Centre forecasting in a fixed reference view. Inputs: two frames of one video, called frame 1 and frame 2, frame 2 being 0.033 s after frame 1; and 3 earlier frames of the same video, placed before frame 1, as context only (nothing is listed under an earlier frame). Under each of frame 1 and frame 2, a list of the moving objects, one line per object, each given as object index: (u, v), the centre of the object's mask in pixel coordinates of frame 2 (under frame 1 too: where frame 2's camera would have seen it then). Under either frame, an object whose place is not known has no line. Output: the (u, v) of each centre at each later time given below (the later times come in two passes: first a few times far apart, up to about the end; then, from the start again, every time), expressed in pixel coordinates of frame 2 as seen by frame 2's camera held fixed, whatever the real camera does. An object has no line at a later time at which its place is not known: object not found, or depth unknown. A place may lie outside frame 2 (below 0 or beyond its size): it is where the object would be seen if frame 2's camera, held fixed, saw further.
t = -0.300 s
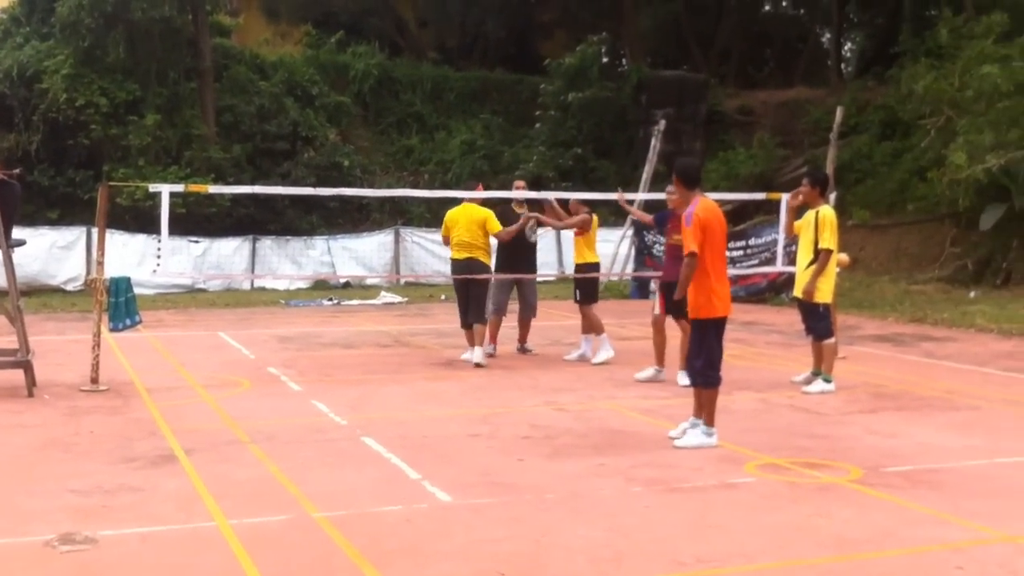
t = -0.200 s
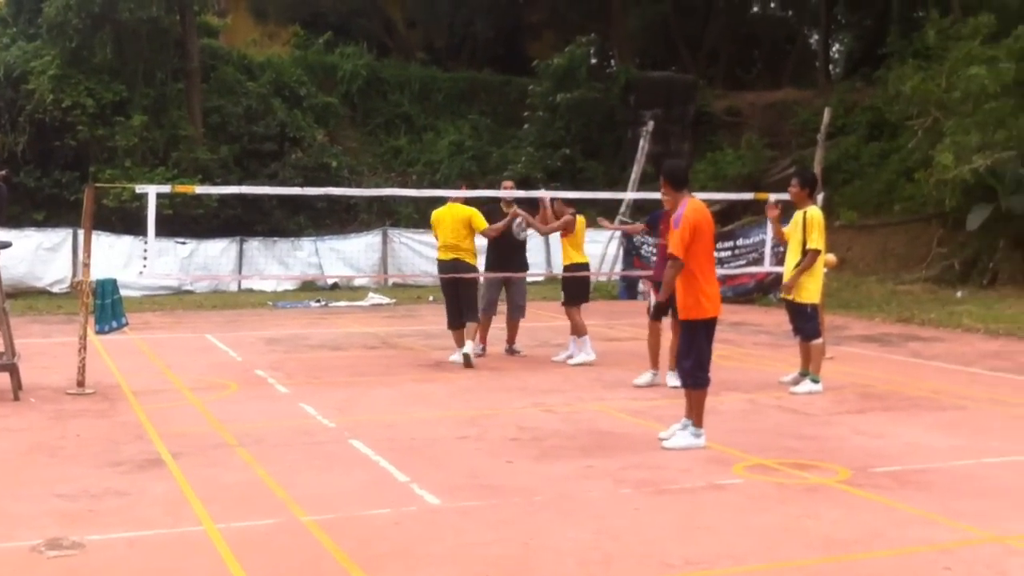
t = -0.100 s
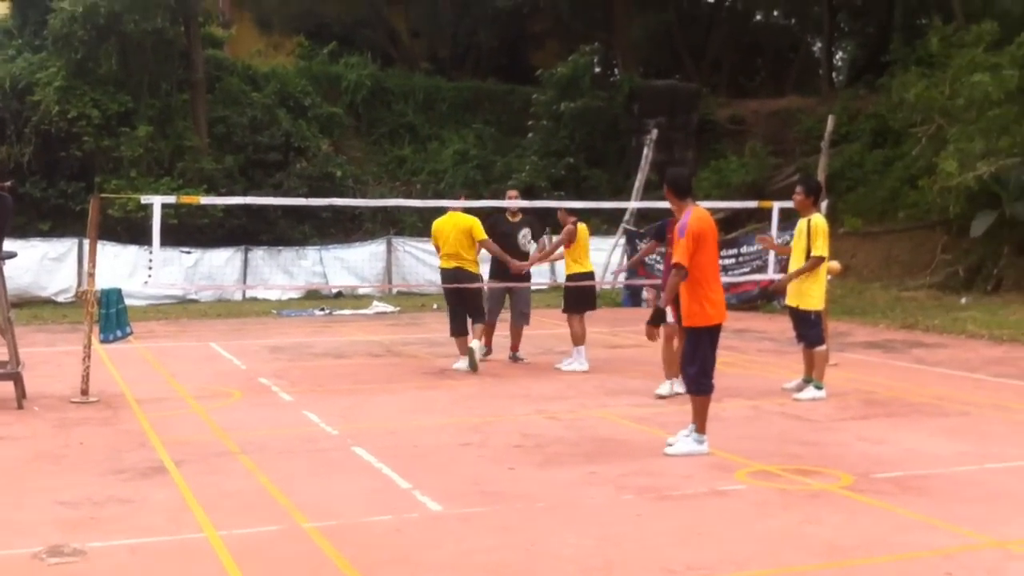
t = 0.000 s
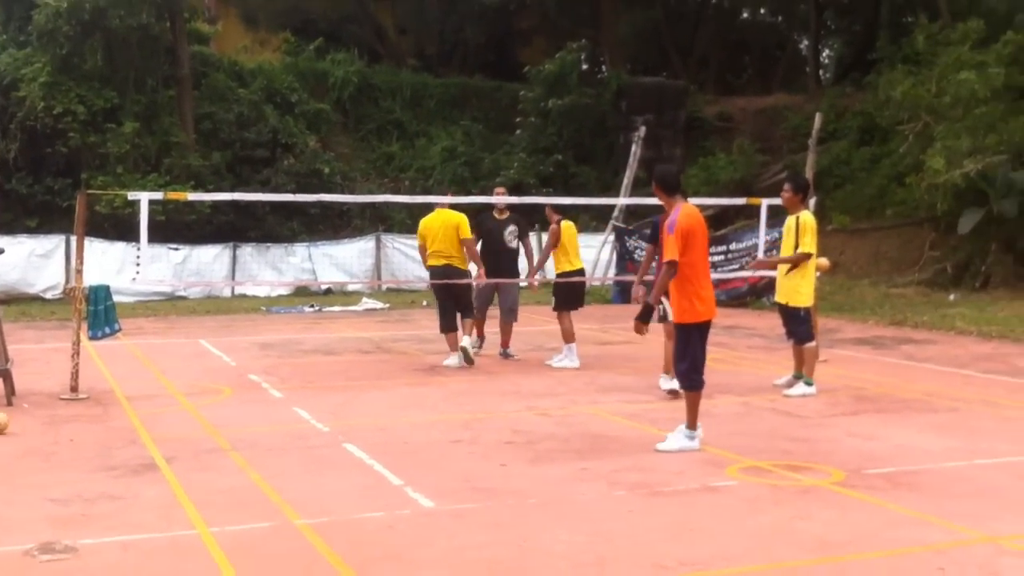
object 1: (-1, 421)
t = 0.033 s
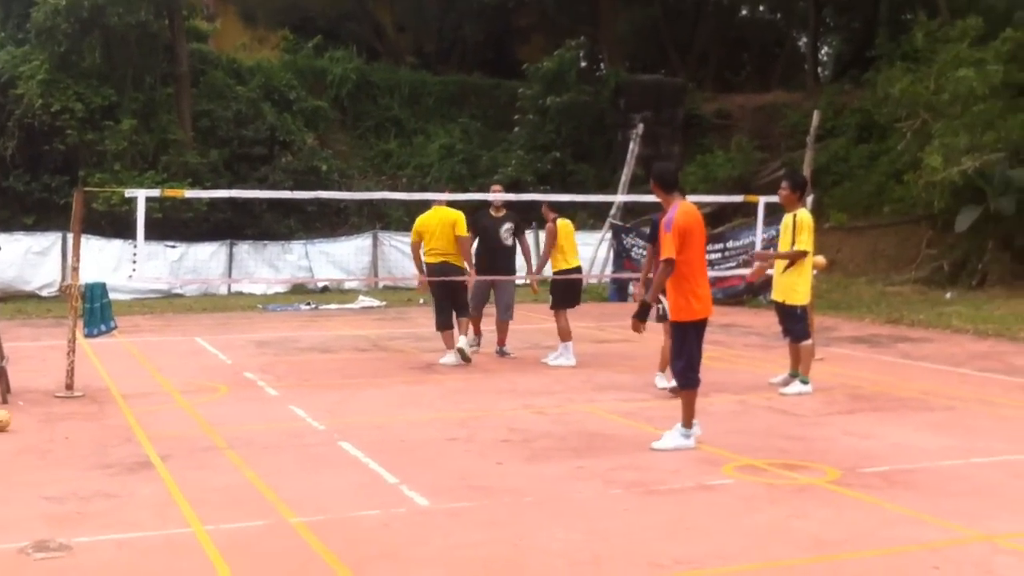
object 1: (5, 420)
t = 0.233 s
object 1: (41, 417)
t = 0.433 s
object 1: (78, 412)
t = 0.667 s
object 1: (118, 409)
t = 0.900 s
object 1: (154, 405)
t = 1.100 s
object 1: (183, 402)
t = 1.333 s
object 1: (214, 400)
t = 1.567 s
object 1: (243, 398)
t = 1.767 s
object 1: (267, 396)
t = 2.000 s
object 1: (292, 393)
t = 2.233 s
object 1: (316, 391)
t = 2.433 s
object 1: (334, 389)
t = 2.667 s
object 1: (354, 388)
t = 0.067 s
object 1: (11, 419)
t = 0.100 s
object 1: (15, 419)
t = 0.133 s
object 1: (21, 417)
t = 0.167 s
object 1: (28, 418)
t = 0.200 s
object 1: (34, 417)
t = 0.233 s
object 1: (41, 417)
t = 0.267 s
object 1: (47, 416)
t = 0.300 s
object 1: (53, 415)
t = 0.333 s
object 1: (60, 414)
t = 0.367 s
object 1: (64, 413)
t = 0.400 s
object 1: (71, 412)
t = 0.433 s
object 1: (78, 412)
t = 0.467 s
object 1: (83, 412)
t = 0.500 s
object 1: (89, 412)
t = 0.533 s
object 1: (95, 411)
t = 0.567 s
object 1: (101, 411)
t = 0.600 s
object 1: (106, 411)
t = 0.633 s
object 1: (112, 410)
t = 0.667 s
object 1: (118, 409)
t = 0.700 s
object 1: (122, 408)
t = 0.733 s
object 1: (128, 407)
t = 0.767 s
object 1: (134, 407)
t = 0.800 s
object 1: (139, 407)
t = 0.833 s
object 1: (144, 407)
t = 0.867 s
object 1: (149, 406)
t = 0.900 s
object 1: (154, 405)
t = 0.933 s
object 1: (159, 405)
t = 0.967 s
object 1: (164, 405)
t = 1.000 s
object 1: (168, 405)
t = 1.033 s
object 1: (174, 404)
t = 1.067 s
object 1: (179, 403)
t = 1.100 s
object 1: (183, 402)
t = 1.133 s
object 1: (187, 402)
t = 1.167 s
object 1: (192, 402)
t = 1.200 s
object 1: (197, 401)
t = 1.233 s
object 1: (202, 401)
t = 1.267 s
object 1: (205, 401)
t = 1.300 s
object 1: (210, 400)
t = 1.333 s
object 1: (214, 400)
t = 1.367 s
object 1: (218, 400)
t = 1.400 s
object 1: (223, 399)
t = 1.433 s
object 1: (227, 398)
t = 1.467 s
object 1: (231, 398)
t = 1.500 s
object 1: (236, 398)
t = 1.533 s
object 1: (239, 398)
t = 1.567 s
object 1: (243, 398)
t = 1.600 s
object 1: (248, 397)
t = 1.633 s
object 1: (252, 397)
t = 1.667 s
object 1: (255, 396)
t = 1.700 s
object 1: (259, 397)
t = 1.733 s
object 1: (263, 395)
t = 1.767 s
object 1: (267, 396)
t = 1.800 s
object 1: (271, 395)
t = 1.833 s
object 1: (274, 394)
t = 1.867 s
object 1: (278, 394)
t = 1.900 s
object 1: (282, 393)
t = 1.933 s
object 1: (285, 393)
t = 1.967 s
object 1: (288, 393)
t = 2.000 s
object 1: (292, 393)
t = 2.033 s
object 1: (296, 393)
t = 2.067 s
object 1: (299, 392)
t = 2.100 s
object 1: (302, 392)
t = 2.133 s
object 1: (306, 392)
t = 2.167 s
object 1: (309, 391)
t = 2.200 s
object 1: (312, 391)
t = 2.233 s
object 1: (316, 391)
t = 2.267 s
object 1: (319, 390)
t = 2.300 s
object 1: (322, 390)
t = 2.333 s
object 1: (325, 390)
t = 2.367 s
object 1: (328, 390)
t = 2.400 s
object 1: (331, 389)
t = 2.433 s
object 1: (334, 389)
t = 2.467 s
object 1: (337, 389)
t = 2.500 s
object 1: (340, 388)
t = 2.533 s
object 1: (342, 388)
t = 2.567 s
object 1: (345, 388)
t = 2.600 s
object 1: (348, 388)
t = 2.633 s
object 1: (351, 388)
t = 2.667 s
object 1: (354, 388)
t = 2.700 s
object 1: (356, 388)
